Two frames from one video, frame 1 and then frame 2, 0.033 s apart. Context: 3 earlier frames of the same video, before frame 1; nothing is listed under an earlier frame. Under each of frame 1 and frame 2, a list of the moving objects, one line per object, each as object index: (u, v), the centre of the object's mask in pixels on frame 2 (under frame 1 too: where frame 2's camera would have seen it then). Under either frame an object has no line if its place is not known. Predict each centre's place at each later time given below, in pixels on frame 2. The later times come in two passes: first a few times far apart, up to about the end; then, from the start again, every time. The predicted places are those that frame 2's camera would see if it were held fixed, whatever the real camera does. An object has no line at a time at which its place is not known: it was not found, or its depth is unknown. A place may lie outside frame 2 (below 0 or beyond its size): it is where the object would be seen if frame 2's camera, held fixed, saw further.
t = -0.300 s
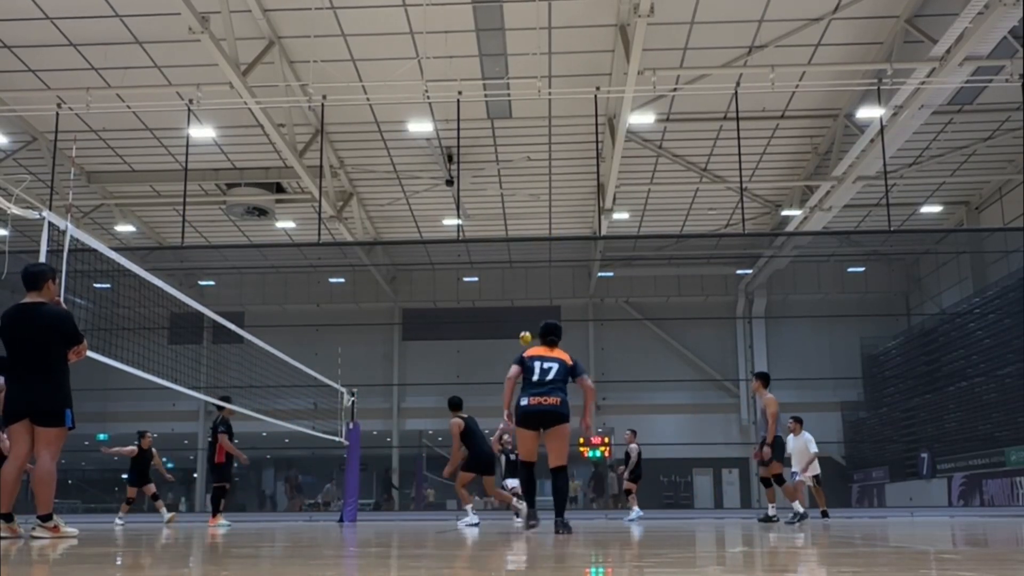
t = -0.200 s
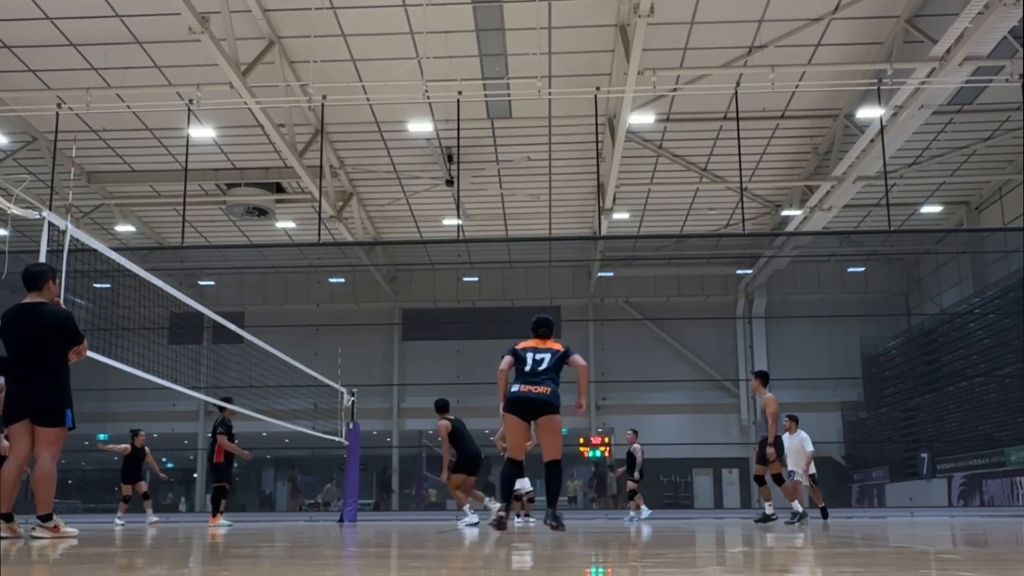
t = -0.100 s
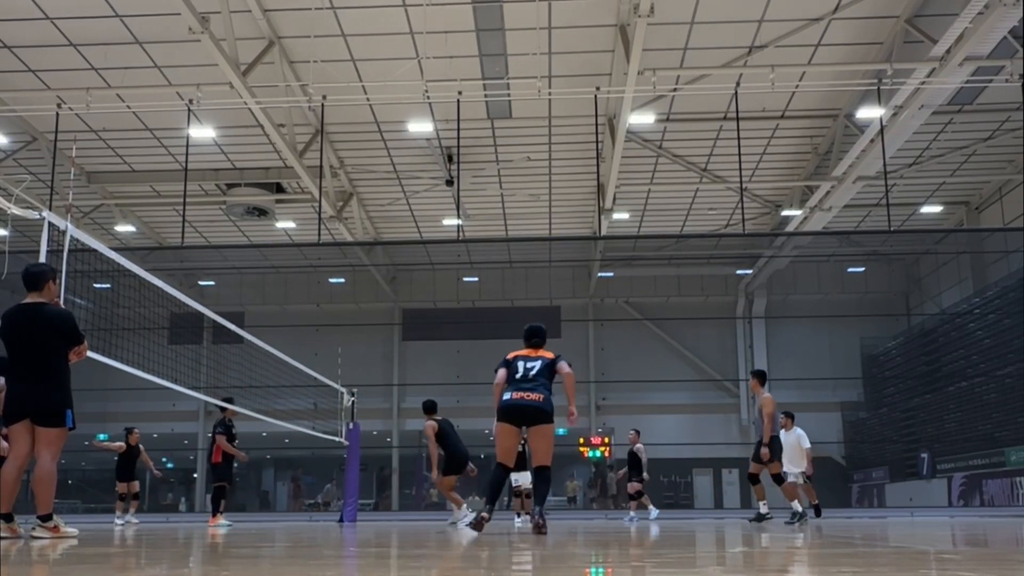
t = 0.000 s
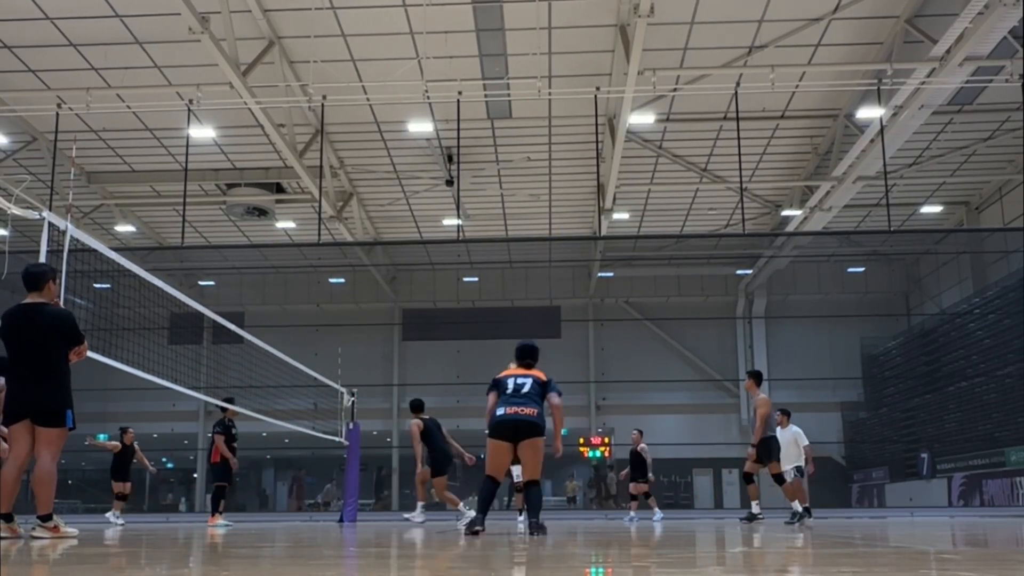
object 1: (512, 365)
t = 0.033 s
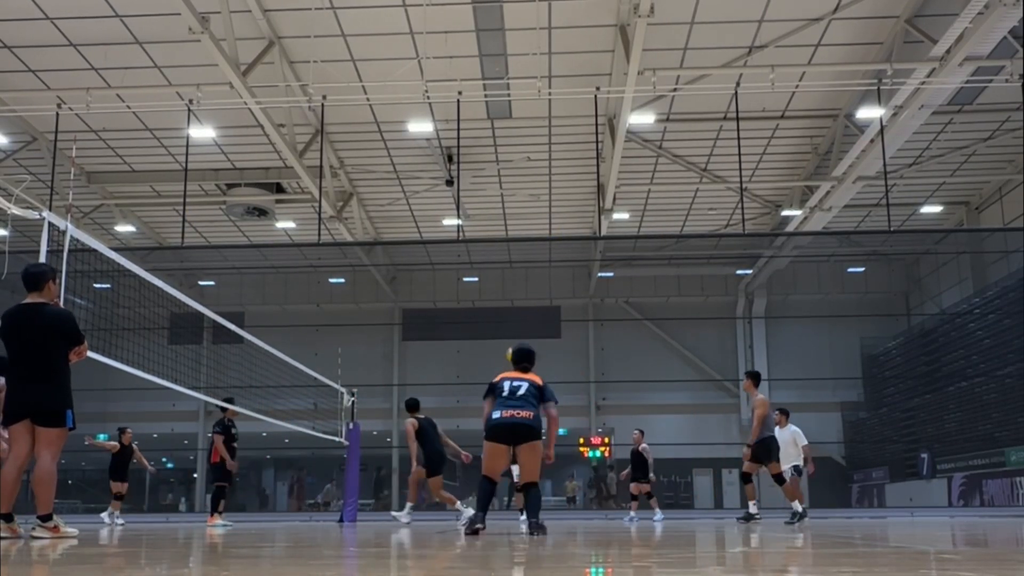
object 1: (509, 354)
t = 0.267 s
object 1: (506, 264)
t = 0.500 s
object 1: (500, 200)
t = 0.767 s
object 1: (495, 167)
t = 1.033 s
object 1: (488, 188)
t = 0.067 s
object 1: (511, 340)
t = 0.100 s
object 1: (510, 327)
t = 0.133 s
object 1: (509, 313)
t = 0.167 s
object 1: (508, 300)
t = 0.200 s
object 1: (507, 288)
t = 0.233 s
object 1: (507, 276)
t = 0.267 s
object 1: (506, 264)
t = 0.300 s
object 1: (505, 254)
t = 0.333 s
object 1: (504, 243)
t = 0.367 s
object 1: (504, 234)
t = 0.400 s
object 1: (503, 224)
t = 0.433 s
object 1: (502, 216)
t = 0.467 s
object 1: (501, 207)
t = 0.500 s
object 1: (500, 200)
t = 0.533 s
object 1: (499, 194)
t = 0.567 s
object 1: (499, 188)
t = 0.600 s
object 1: (499, 183)
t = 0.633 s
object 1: (498, 178)
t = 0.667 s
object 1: (497, 174)
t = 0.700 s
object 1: (497, 171)
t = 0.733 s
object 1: (496, 168)
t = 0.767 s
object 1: (495, 167)
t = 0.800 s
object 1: (495, 166)
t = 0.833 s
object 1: (494, 166)
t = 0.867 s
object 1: (493, 167)
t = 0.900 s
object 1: (492, 169)
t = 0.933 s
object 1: (491, 172)
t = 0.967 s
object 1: (490, 176)
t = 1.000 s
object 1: (489, 181)
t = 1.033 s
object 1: (488, 188)
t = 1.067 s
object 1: (487, 195)
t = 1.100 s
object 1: (485, 204)
